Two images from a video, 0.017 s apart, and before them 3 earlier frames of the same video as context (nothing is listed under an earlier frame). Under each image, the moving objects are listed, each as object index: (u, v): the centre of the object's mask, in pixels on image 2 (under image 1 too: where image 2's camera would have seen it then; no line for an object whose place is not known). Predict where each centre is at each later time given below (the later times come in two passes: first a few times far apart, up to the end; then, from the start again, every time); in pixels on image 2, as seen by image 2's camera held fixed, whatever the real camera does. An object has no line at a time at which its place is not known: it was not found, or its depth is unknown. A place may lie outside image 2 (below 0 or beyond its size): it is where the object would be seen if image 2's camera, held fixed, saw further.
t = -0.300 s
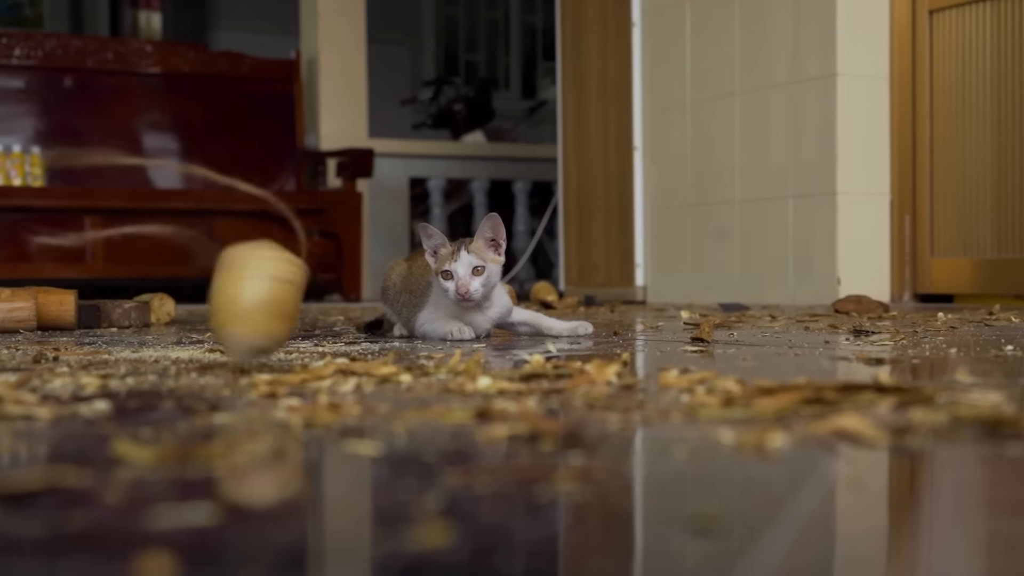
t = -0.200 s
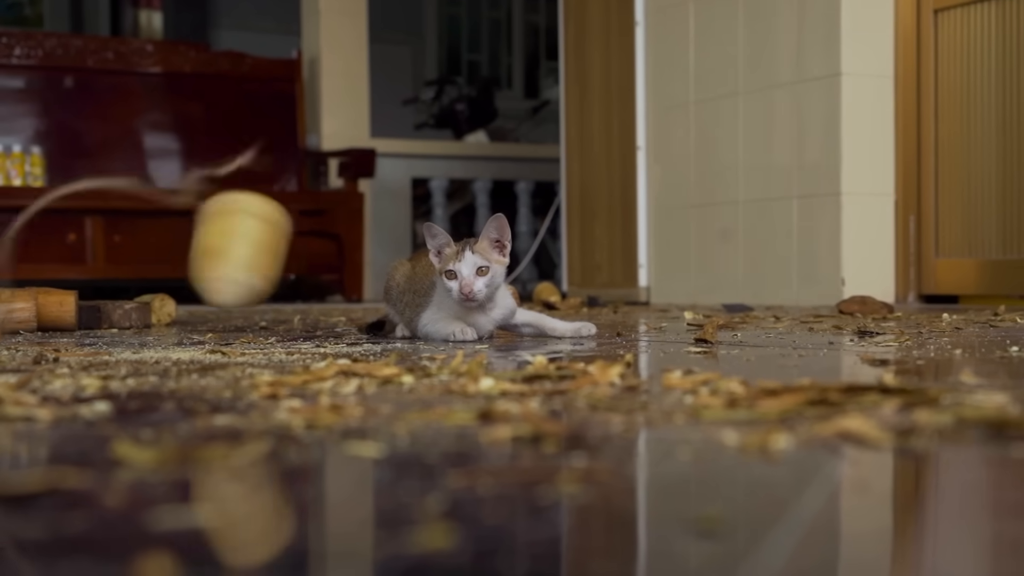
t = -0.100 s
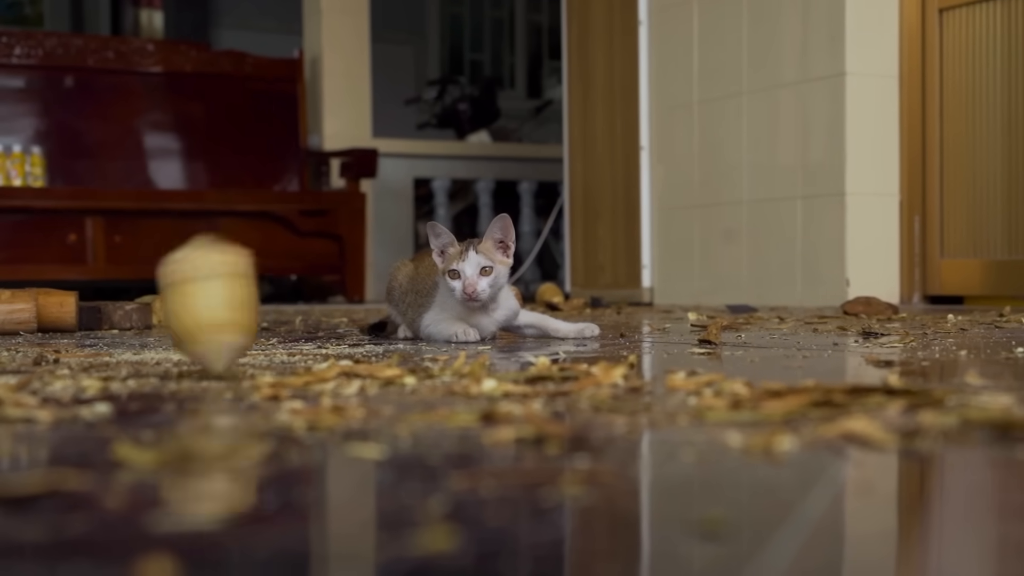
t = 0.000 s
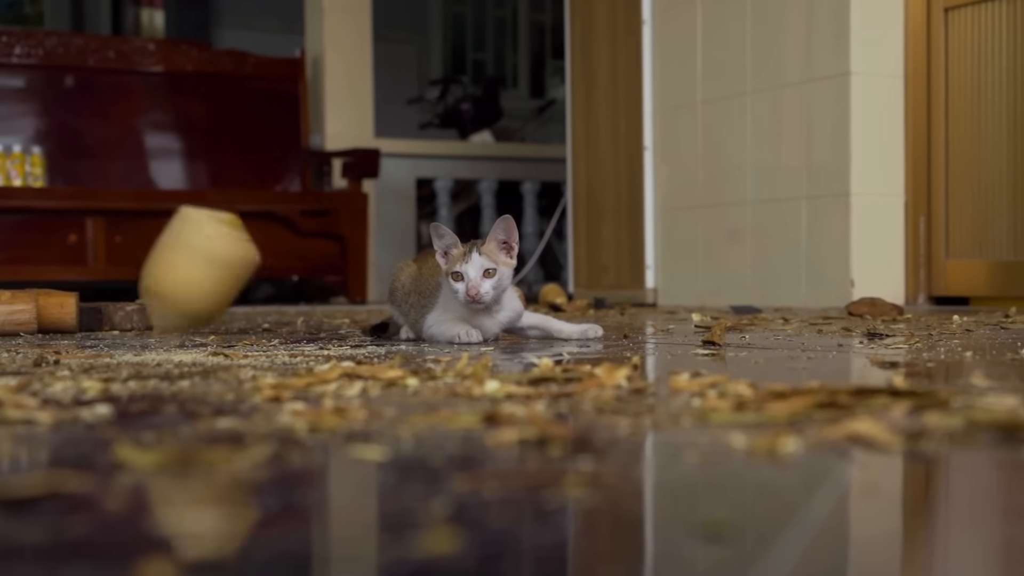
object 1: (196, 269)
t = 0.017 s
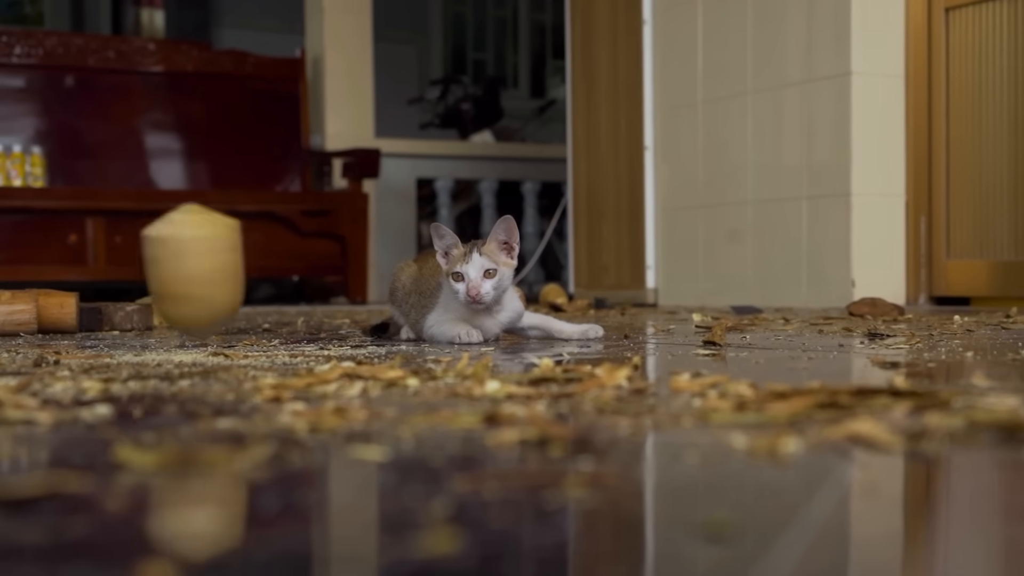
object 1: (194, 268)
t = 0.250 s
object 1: (146, 295)
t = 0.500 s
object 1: (133, 312)
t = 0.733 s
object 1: (174, 313)
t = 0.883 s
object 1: (172, 312)
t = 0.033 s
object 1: (191, 275)
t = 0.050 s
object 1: (190, 283)
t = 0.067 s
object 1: (188, 300)
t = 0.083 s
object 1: (187, 314)
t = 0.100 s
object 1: (181, 312)
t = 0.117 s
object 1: (176, 295)
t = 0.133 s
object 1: (172, 283)
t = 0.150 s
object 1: (167, 277)
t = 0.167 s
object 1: (162, 273)
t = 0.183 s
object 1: (158, 277)
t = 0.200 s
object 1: (153, 285)
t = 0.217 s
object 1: (148, 296)
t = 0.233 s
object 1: (146, 304)
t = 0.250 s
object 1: (146, 295)
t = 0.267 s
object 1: (146, 290)
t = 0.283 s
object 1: (145, 291)
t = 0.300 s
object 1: (145, 295)
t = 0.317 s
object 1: (145, 306)
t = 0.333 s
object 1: (143, 307)
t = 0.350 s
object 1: (140, 306)
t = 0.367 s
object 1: (138, 309)
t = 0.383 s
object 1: (137, 306)
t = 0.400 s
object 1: (136, 307)
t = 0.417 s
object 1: (135, 313)
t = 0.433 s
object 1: (134, 311)
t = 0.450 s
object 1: (133, 311)
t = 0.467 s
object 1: (133, 312)
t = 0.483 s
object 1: (133, 311)
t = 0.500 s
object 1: (133, 312)
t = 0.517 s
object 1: (135, 311)
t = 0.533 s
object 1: (137, 312)
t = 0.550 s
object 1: (141, 310)
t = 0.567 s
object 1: (144, 312)
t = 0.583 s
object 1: (147, 308)
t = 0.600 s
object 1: (151, 310)
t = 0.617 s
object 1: (154, 313)
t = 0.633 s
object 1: (158, 312)
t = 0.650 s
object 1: (162, 312)
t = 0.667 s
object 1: (166, 311)
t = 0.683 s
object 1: (169, 313)
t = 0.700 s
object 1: (170, 308)
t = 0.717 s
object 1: (173, 310)
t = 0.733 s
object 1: (174, 313)
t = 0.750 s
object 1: (176, 313)
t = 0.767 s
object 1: (177, 313)
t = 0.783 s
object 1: (178, 311)
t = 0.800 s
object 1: (179, 312)
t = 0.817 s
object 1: (178, 308)
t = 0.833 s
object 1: (178, 306)
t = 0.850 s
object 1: (176, 310)
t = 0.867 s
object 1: (175, 314)
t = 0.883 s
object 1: (172, 312)
